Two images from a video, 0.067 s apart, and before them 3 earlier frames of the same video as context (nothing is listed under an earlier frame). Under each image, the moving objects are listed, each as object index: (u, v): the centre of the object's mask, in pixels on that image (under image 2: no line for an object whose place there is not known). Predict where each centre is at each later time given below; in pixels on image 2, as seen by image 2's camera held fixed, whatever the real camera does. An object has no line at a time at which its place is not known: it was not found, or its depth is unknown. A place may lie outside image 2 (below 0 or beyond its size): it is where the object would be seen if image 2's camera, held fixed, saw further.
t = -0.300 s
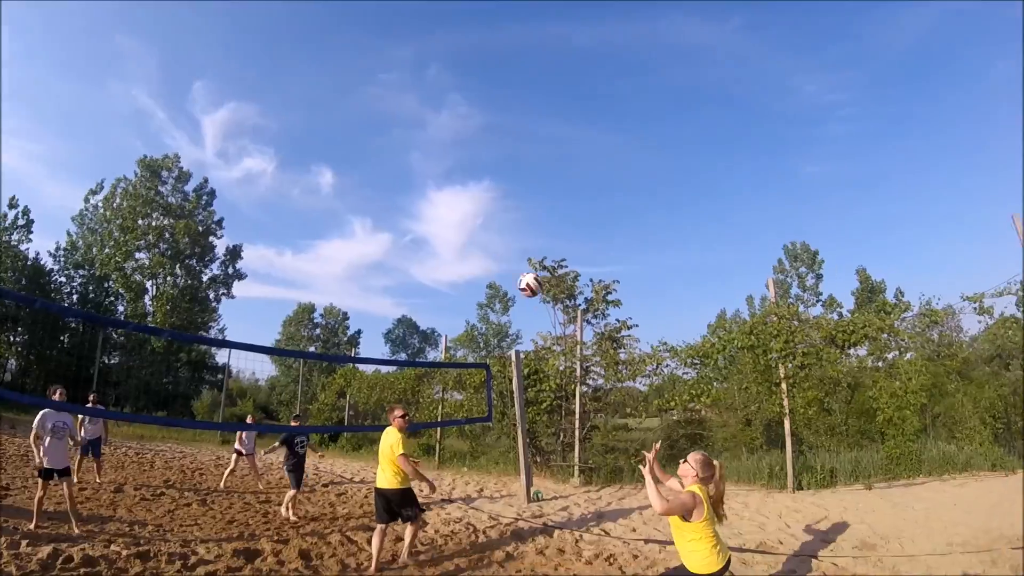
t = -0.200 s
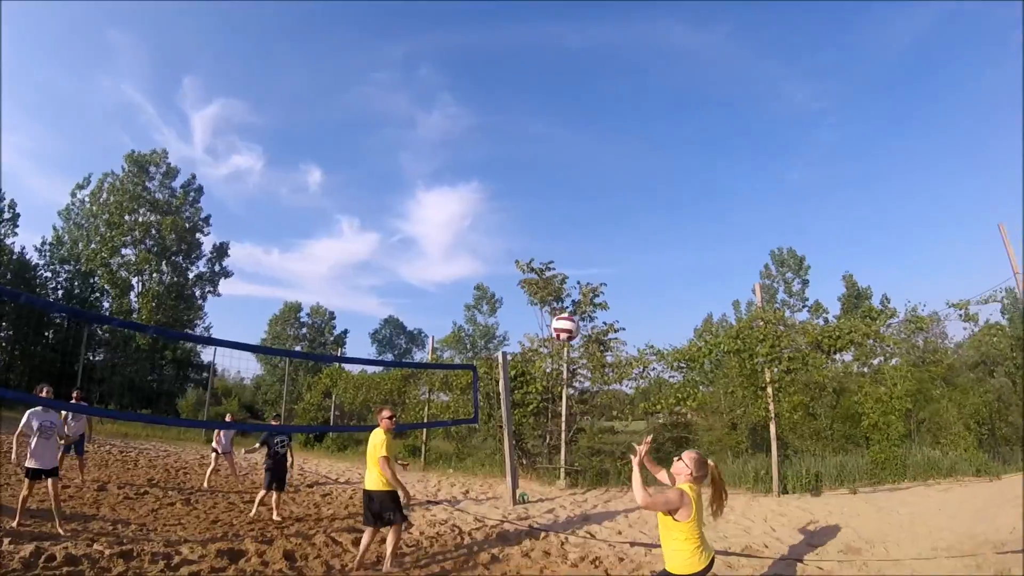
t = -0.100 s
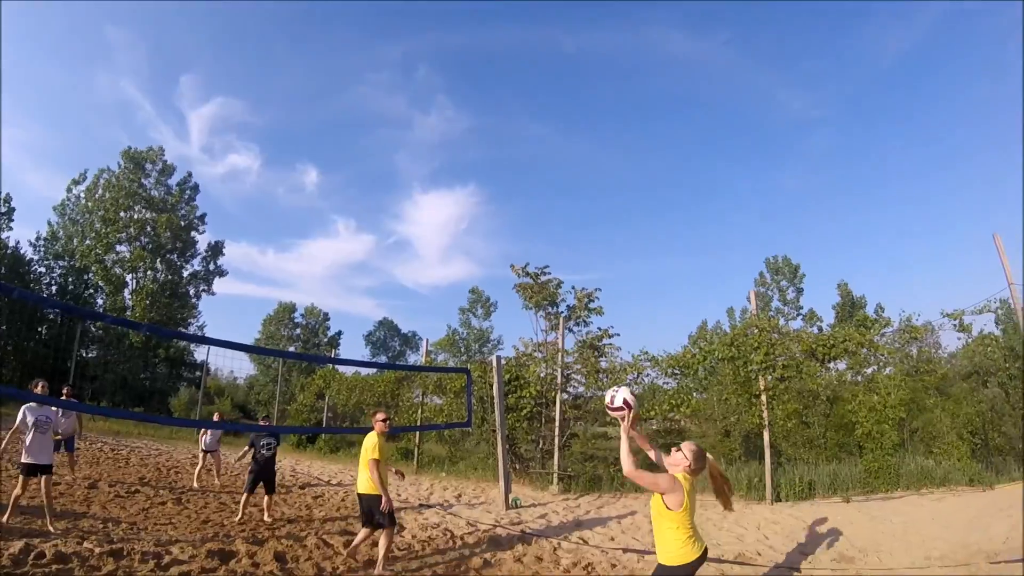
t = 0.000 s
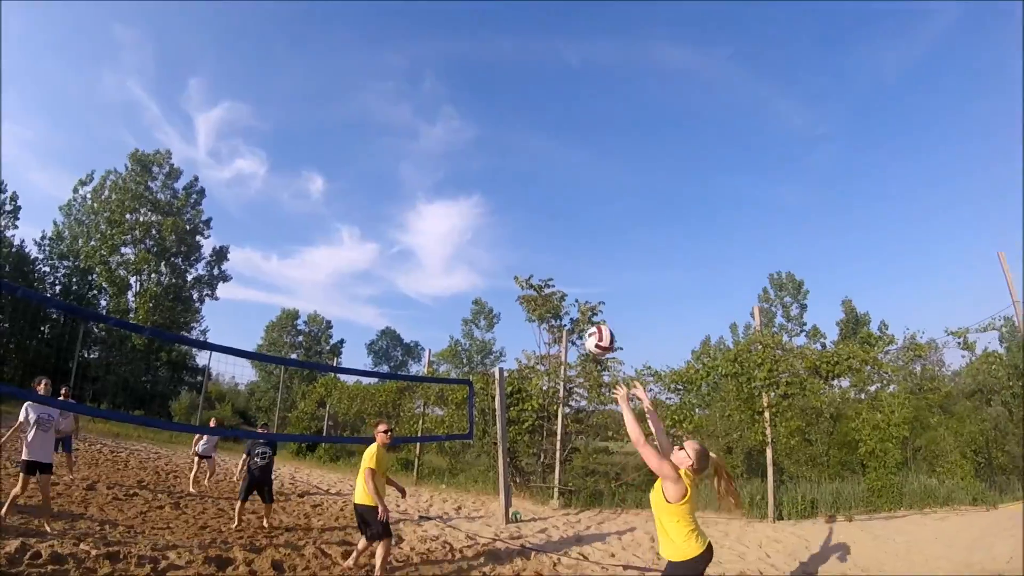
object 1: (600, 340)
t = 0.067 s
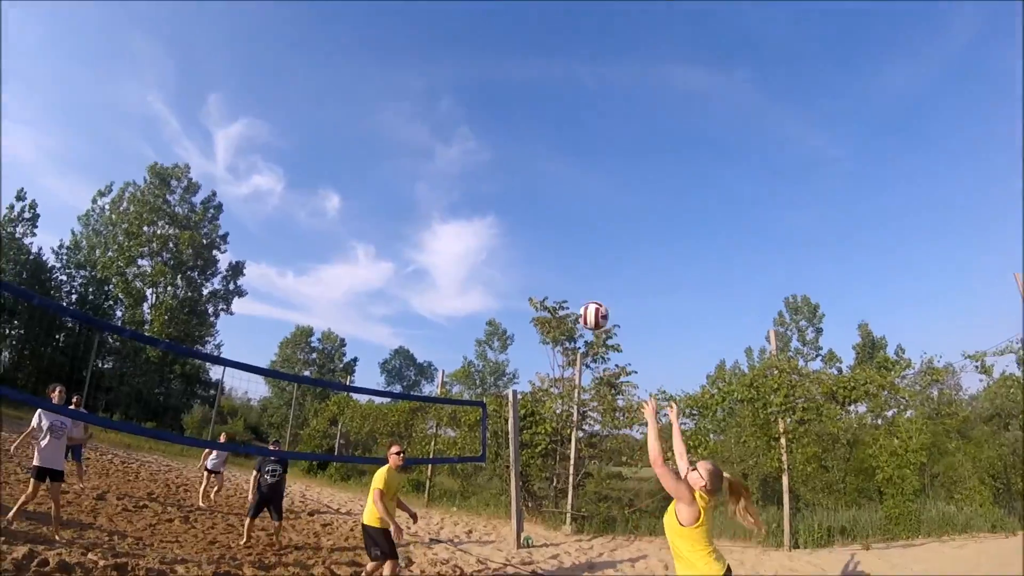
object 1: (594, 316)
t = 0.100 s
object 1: (586, 297)
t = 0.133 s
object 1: (579, 282)
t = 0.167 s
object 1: (574, 267)
